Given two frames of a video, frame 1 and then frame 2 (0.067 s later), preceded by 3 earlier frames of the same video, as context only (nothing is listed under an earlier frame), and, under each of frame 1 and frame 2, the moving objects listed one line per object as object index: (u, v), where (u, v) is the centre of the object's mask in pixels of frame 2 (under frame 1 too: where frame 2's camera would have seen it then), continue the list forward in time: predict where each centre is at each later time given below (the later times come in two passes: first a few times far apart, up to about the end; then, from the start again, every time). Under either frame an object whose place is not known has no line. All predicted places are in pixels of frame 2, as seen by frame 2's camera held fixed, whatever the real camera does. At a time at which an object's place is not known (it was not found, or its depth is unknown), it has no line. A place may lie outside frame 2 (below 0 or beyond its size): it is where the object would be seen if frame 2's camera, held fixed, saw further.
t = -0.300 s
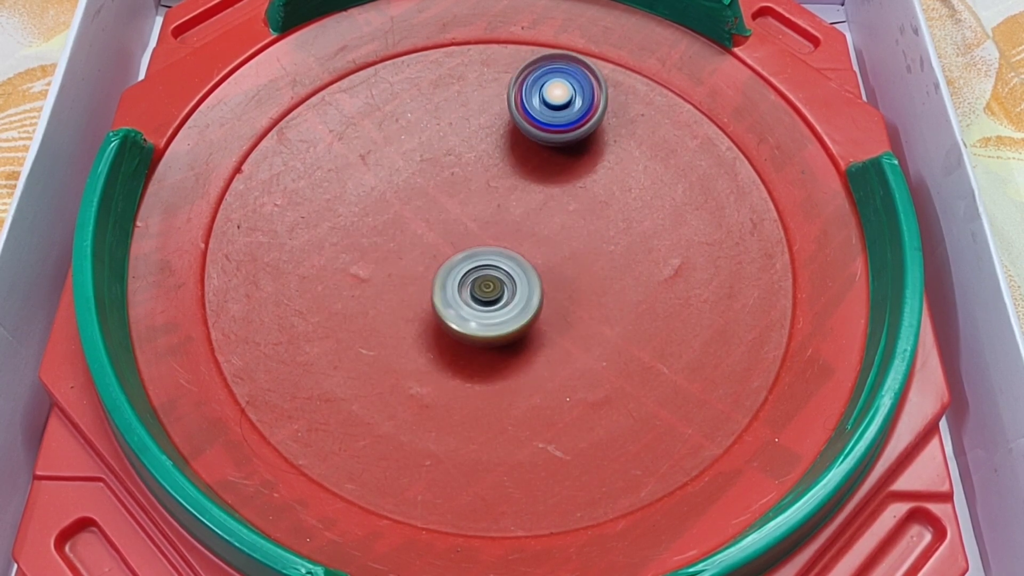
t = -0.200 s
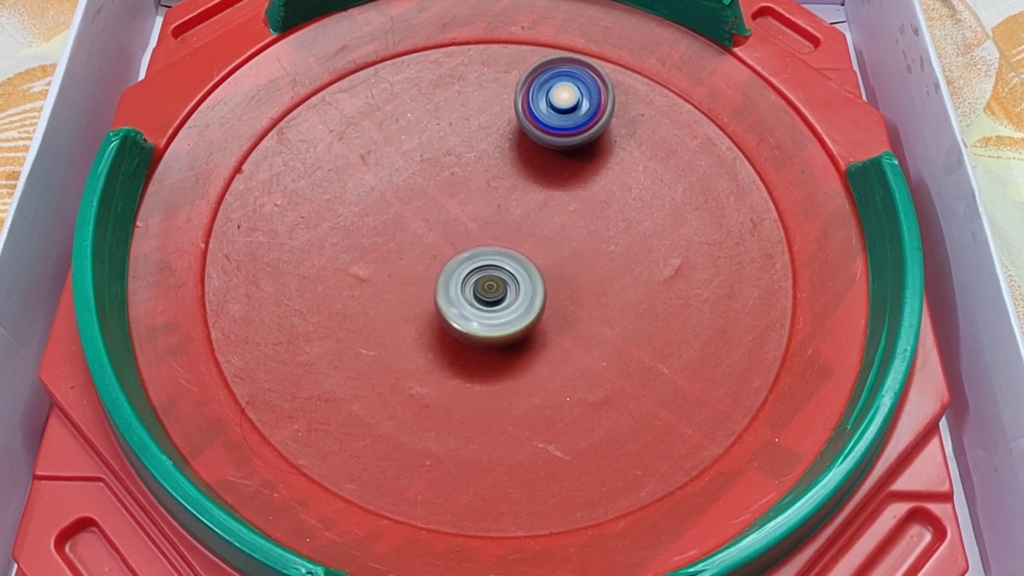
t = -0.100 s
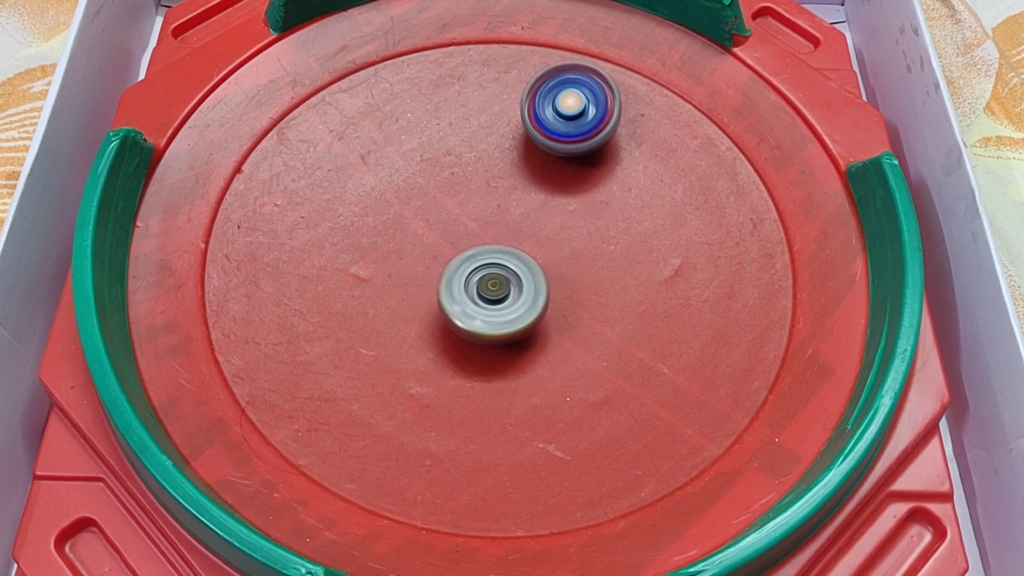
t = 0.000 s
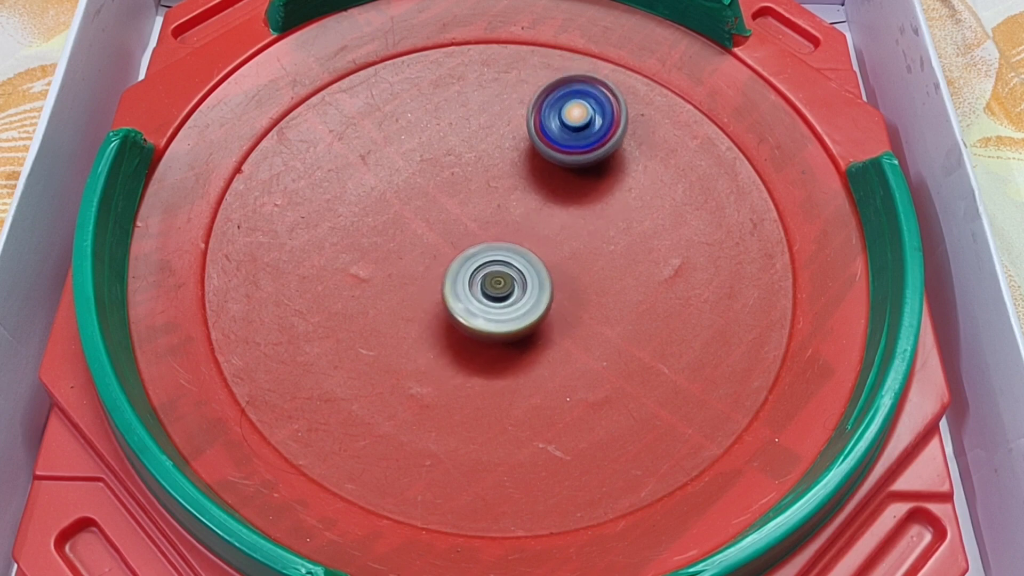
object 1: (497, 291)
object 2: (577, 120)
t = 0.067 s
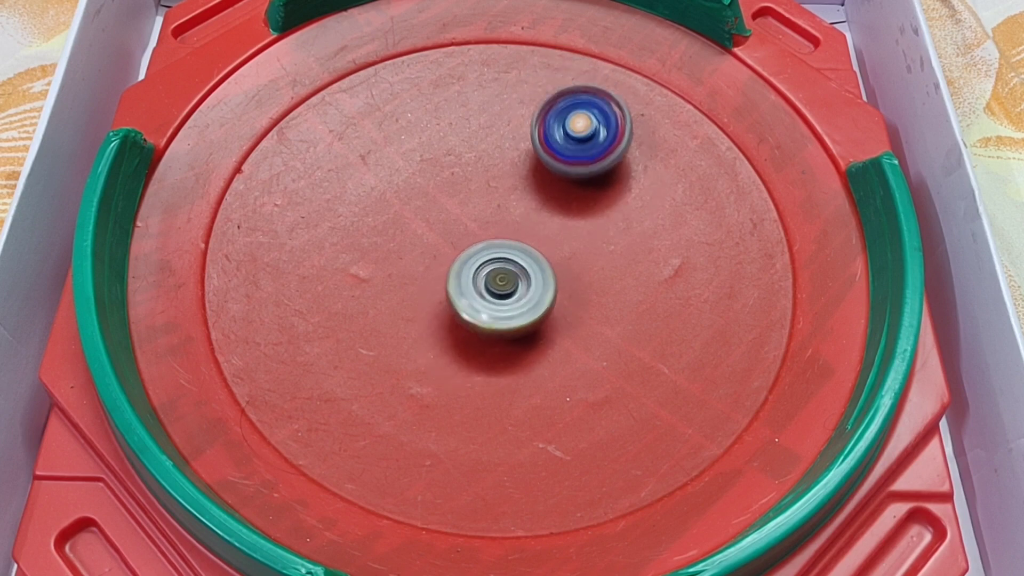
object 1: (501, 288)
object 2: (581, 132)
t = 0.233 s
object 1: (515, 277)
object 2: (599, 173)
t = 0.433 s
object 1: (523, 262)
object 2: (633, 221)
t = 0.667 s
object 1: (517, 256)
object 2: (669, 260)
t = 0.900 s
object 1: (514, 247)
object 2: (680, 279)
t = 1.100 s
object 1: (514, 238)
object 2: (673, 294)
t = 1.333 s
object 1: (515, 239)
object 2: (641, 314)
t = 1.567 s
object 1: (528, 247)
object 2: (574, 342)
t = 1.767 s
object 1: (540, 253)
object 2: (522, 361)
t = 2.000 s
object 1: (551, 257)
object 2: (476, 367)
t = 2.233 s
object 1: (555, 259)
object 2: (445, 359)
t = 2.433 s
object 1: (554, 260)
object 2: (429, 342)
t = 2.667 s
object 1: (541, 255)
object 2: (413, 301)
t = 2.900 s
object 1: (524, 251)
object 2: (410, 257)
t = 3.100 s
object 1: (651, 258)
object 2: (305, 200)
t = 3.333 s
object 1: (703, 245)
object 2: (310, 201)
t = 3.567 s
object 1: (703, 243)
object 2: (364, 194)
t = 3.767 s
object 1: (663, 247)
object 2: (430, 155)
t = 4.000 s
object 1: (588, 245)
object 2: (482, 108)
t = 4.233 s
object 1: (498, 229)
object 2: (516, 96)
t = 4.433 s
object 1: (444, 208)
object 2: (558, 109)
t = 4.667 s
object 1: (416, 179)
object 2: (603, 135)
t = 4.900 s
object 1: (425, 166)
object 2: (650, 173)
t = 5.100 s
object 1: (459, 174)
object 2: (698, 214)
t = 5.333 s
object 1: (500, 207)
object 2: (719, 231)
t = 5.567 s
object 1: (531, 257)
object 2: (684, 281)
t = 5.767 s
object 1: (542, 304)
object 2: (705, 382)
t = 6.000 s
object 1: (528, 344)
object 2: (711, 344)
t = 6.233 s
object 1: (451, 358)
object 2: (589, 355)
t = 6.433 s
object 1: (408, 339)
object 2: (569, 404)
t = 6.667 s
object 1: (403, 285)
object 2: (547, 356)
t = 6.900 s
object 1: (446, 217)
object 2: (438, 382)
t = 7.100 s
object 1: (509, 182)
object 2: (506, 392)
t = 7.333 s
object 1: (594, 180)
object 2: (464, 269)
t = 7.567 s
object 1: (652, 217)
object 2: (325, 278)
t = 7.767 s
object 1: (657, 271)
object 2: (430, 330)
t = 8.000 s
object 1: (601, 323)
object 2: (494, 175)
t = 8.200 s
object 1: (521, 334)
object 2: (355, 135)
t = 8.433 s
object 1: (497, 346)
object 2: (387, 223)
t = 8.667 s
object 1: (551, 355)
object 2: (351, 158)
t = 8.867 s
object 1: (583, 335)
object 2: (389, 186)
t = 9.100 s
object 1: (619, 310)
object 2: (519, 144)
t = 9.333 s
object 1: (648, 287)
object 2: (524, 89)
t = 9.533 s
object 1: (656, 263)
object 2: (517, 137)
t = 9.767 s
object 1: (693, 302)
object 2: (559, 154)
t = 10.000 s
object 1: (685, 321)
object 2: (509, 172)
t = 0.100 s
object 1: (504, 287)
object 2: (584, 141)
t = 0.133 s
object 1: (506, 285)
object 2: (588, 150)
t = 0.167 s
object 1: (508, 282)
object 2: (592, 157)
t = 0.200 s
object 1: (511, 280)
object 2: (595, 165)
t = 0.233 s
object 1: (515, 277)
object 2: (599, 173)
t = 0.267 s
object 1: (517, 275)
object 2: (603, 181)
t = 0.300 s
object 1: (520, 272)
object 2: (608, 191)
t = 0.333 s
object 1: (523, 269)
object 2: (613, 198)
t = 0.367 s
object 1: (525, 266)
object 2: (618, 207)
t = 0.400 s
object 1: (528, 263)
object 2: (622, 215)
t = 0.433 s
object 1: (523, 262)
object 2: (633, 221)
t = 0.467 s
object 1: (520, 261)
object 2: (642, 227)
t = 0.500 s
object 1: (519, 260)
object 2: (648, 233)
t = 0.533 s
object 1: (519, 259)
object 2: (653, 238)
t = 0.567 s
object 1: (518, 258)
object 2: (657, 243)
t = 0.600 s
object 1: (518, 257)
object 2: (661, 249)
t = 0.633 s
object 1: (517, 257)
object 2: (665, 256)
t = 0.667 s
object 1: (517, 256)
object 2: (669, 260)
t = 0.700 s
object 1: (516, 254)
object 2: (672, 263)
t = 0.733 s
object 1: (516, 253)
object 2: (675, 265)
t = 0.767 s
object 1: (515, 252)
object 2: (677, 269)
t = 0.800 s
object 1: (515, 251)
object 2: (678, 271)
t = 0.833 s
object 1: (514, 250)
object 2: (679, 274)
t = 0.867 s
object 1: (514, 249)
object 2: (680, 277)
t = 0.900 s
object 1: (514, 247)
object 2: (680, 279)
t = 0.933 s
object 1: (514, 245)
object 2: (680, 282)
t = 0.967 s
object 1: (514, 243)
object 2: (679, 284)
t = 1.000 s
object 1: (514, 242)
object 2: (678, 287)
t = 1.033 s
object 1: (514, 241)
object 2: (677, 289)
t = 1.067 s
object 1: (514, 240)
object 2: (675, 292)
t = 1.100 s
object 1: (514, 238)
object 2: (673, 294)
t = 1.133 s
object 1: (514, 237)
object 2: (670, 296)
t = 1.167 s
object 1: (514, 237)
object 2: (667, 299)
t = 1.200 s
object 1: (514, 236)
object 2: (663, 302)
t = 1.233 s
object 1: (514, 237)
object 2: (659, 304)
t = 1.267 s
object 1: (514, 237)
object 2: (654, 307)
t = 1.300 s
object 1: (514, 237)
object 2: (648, 311)
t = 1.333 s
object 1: (515, 239)
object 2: (641, 314)
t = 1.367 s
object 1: (516, 240)
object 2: (633, 318)
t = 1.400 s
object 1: (518, 241)
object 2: (624, 322)
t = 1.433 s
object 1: (520, 242)
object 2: (615, 325)
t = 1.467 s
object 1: (522, 243)
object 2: (604, 330)
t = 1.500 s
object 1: (524, 245)
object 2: (594, 334)
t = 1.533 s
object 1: (526, 246)
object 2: (585, 338)
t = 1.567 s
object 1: (528, 247)
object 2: (574, 342)
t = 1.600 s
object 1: (530, 248)
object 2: (565, 346)
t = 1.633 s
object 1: (532, 249)
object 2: (557, 350)
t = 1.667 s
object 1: (534, 250)
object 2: (547, 353)
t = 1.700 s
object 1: (535, 250)
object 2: (538, 356)
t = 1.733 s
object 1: (538, 252)
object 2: (530, 359)
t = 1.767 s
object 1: (540, 253)
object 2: (522, 361)
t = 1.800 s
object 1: (541, 254)
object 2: (514, 363)
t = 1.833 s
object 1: (543, 254)
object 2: (507, 364)
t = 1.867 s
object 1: (545, 255)
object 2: (500, 365)
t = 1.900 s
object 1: (546, 256)
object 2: (494, 366)
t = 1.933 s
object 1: (548, 256)
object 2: (489, 366)
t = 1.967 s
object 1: (550, 256)
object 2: (482, 367)
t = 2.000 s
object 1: (551, 257)
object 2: (476, 367)
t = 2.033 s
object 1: (552, 256)
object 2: (471, 366)
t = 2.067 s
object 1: (552, 257)
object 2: (465, 365)
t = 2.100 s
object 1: (553, 258)
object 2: (460, 364)
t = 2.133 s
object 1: (554, 258)
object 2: (455, 363)
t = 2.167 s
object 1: (554, 259)
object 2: (451, 361)
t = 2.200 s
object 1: (555, 259)
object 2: (448, 360)
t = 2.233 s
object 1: (555, 259)
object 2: (445, 359)
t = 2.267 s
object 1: (555, 260)
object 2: (442, 356)
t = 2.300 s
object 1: (555, 260)
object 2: (439, 354)
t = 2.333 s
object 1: (555, 260)
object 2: (437, 351)
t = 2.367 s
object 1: (555, 261)
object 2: (434, 348)
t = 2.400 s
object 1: (554, 260)
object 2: (431, 345)
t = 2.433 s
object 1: (554, 260)
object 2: (429, 342)
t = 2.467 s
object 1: (553, 260)
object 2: (426, 338)
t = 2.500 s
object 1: (551, 259)
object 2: (423, 333)
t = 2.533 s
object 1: (549, 259)
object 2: (421, 327)
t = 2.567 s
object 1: (547, 258)
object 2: (418, 321)
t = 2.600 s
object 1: (545, 257)
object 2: (416, 315)
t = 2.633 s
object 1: (543, 256)
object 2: (414, 308)
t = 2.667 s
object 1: (541, 255)
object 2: (413, 301)
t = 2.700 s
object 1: (539, 255)
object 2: (412, 294)
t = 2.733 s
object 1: (536, 254)
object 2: (411, 288)
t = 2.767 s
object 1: (534, 253)
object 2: (410, 281)
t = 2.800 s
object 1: (532, 252)
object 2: (410, 275)
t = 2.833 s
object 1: (529, 252)
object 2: (410, 269)
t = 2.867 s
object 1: (527, 252)
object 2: (409, 263)
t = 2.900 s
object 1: (524, 251)
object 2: (410, 257)
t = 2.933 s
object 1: (523, 251)
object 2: (409, 251)
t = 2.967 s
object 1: (565, 256)
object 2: (372, 237)
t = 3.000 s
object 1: (603, 259)
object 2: (341, 223)
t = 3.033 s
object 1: (628, 262)
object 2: (322, 212)
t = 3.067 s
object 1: (641, 261)
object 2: (312, 204)
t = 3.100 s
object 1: (651, 258)
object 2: (305, 200)
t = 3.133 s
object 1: (661, 256)
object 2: (300, 197)
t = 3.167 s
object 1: (670, 255)
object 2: (297, 195)
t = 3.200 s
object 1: (678, 253)
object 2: (296, 194)
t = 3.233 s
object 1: (685, 250)
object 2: (297, 195)
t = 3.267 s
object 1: (691, 247)
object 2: (301, 197)
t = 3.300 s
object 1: (697, 246)
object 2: (305, 199)
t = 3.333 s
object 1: (703, 245)
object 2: (310, 201)
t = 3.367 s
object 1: (707, 245)
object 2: (316, 203)
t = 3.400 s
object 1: (709, 244)
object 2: (321, 204)
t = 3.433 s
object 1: (710, 244)
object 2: (328, 204)
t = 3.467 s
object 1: (709, 243)
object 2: (336, 203)
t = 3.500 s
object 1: (707, 243)
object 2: (345, 201)
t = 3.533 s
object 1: (705, 243)
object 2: (355, 198)
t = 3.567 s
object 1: (703, 243)
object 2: (364, 194)
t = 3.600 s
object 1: (699, 244)
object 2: (375, 190)
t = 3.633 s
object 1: (693, 246)
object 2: (386, 185)
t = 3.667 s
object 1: (687, 247)
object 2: (398, 177)
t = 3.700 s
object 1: (679, 247)
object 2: (409, 170)
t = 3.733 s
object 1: (671, 246)
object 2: (419, 162)
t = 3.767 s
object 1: (663, 247)
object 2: (430, 155)
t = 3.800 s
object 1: (653, 248)
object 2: (440, 148)
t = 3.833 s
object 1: (643, 248)
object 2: (450, 141)
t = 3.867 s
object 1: (632, 248)
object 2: (458, 133)
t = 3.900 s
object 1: (621, 248)
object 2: (466, 127)
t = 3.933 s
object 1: (610, 247)
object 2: (472, 121)
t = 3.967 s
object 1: (599, 246)
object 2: (478, 114)
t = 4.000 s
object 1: (588, 245)
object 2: (482, 108)
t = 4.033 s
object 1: (576, 243)
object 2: (486, 104)
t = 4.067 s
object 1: (563, 241)
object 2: (490, 99)
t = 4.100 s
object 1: (550, 240)
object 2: (495, 95)
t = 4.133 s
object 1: (537, 238)
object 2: (500, 94)
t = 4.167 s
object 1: (524, 235)
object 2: (505, 95)
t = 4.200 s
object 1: (511, 232)
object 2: (510, 95)
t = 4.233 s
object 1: (498, 229)
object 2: (516, 96)
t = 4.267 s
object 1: (486, 227)
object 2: (522, 98)
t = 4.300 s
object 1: (475, 224)
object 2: (528, 100)
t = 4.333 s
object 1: (465, 221)
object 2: (535, 101)
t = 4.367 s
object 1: (458, 216)
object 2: (543, 103)
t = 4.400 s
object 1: (451, 212)
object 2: (551, 106)
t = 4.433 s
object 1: (444, 208)
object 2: (558, 109)
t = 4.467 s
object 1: (438, 203)
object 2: (565, 112)
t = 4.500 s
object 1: (432, 200)
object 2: (571, 115)
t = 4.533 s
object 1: (427, 196)
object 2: (578, 119)
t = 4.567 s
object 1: (423, 192)
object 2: (585, 123)
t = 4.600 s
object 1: (420, 188)
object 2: (592, 127)
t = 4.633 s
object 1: (417, 184)
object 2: (596, 131)
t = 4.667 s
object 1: (416, 179)
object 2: (603, 135)
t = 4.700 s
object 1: (415, 175)
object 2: (611, 140)
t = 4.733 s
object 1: (415, 172)
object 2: (617, 145)
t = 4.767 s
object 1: (416, 170)
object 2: (623, 150)
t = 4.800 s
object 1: (417, 168)
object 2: (629, 155)
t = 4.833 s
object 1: (419, 167)
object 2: (636, 160)
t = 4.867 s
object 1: (422, 167)
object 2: (643, 167)
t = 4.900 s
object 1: (425, 166)
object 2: (650, 173)
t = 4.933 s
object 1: (429, 166)
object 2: (657, 180)
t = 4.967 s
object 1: (435, 167)
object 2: (664, 186)
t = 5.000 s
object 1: (440, 168)
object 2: (672, 193)
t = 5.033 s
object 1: (446, 169)
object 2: (681, 200)
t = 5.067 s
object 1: (453, 171)
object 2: (690, 207)
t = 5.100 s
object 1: (459, 174)
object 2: (698, 214)
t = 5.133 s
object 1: (465, 177)
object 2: (707, 220)
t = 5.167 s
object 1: (471, 181)
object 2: (715, 226)
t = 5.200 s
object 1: (476, 186)
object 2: (720, 228)
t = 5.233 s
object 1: (482, 190)
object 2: (721, 230)
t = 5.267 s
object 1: (488, 196)
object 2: (721, 230)
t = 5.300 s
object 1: (493, 201)
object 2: (721, 231)
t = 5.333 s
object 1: (500, 207)
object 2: (719, 231)
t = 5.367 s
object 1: (506, 213)
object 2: (716, 232)
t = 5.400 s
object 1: (511, 219)
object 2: (713, 234)
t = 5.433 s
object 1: (516, 227)
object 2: (710, 237)
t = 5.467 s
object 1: (521, 234)
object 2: (705, 242)
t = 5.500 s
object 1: (524, 241)
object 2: (699, 252)
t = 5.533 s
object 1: (527, 249)
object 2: (691, 266)
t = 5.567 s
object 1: (531, 257)
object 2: (684, 281)
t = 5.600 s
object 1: (534, 265)
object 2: (679, 298)
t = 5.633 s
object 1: (537, 272)
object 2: (678, 316)
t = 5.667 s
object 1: (539, 280)
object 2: (679, 335)
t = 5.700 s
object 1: (541, 289)
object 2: (683, 354)
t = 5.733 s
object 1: (541, 296)
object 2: (693, 369)
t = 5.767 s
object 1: (542, 304)
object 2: (705, 382)
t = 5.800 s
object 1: (542, 311)
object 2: (718, 389)
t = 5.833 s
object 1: (541, 317)
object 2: (732, 389)
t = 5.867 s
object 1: (540, 324)
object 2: (743, 384)
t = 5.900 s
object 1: (537, 330)
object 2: (745, 377)
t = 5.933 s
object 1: (535, 335)
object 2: (739, 366)
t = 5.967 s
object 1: (532, 340)
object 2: (729, 354)
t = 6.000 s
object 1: (528, 344)
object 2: (711, 344)
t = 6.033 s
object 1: (525, 348)
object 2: (690, 337)
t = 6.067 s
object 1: (521, 352)
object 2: (665, 334)
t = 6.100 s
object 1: (516, 354)
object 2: (637, 334)
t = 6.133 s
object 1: (490, 357)
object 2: (628, 336)
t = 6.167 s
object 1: (471, 358)
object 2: (618, 339)
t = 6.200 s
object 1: (461, 358)
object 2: (603, 346)
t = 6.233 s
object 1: (451, 358)
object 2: (589, 355)
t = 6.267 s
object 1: (443, 357)
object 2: (577, 366)
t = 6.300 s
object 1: (434, 355)
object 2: (567, 377)
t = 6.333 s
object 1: (426, 352)
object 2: (562, 387)
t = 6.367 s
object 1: (419, 349)
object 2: (561, 396)
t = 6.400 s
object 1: (413, 344)
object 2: (564, 401)
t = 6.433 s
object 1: (408, 339)
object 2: (569, 404)
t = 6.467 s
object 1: (404, 333)
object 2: (572, 404)
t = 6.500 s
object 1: (401, 326)
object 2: (575, 402)
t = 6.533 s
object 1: (399, 319)
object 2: (576, 395)
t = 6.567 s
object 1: (399, 312)
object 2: (576, 386)
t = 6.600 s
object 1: (399, 304)
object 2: (571, 376)
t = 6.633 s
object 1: (400, 295)
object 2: (561, 365)
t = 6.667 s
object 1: (403, 285)
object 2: (547, 356)
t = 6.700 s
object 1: (407, 276)
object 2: (528, 348)
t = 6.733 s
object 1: (412, 268)
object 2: (506, 343)
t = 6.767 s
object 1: (417, 259)
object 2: (485, 341)
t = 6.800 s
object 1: (423, 248)
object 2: (463, 345)
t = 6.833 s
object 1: (429, 235)
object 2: (449, 358)
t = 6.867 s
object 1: (437, 225)
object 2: (442, 370)
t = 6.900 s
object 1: (446, 217)
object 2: (438, 382)
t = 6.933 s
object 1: (455, 209)
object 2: (442, 393)
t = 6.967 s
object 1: (465, 202)
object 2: (451, 401)
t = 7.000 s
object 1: (474, 196)
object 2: (463, 406)
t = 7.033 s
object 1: (486, 191)
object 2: (476, 406)
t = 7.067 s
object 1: (498, 186)
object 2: (491, 401)
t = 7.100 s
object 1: (509, 182)
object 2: (506, 392)
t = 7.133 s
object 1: (521, 178)
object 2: (517, 377)
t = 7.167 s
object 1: (534, 176)
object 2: (520, 361)
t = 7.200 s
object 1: (546, 175)
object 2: (518, 341)
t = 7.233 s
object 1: (558, 175)
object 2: (512, 322)
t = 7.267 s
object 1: (571, 175)
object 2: (501, 303)
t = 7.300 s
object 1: (583, 177)
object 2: (483, 285)
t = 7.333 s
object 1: (594, 180)
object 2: (464, 269)
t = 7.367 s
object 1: (605, 183)
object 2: (443, 258)
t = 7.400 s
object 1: (615, 187)
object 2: (418, 249)
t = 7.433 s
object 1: (625, 192)
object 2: (394, 247)
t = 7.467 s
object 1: (633, 197)
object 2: (371, 248)
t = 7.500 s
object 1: (641, 204)
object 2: (348, 252)
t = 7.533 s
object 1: (647, 211)
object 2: (333, 263)
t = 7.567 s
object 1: (652, 217)
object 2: (325, 278)
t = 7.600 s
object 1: (655, 226)
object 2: (324, 295)
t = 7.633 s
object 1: (658, 234)
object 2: (334, 312)
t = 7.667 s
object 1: (660, 244)
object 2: (352, 325)
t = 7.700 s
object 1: (660, 254)
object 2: (377, 336)
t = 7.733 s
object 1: (659, 263)
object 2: (405, 338)
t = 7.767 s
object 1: (657, 271)
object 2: (430, 330)
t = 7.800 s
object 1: (652, 280)
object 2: (455, 318)
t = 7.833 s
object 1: (646, 289)
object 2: (477, 300)
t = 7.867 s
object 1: (639, 297)
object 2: (493, 279)
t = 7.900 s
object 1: (631, 305)
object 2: (503, 254)
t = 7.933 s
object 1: (621, 312)
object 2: (507, 227)
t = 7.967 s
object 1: (612, 318)
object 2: (503, 201)
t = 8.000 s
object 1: (601, 323)
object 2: (494, 175)
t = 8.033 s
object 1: (588, 328)
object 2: (479, 153)
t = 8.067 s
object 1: (576, 332)
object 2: (457, 134)
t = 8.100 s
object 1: (562, 334)
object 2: (431, 123)
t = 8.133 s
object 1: (548, 335)
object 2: (404, 120)
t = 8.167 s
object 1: (535, 336)
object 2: (377, 124)
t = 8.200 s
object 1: (521, 334)
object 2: (355, 135)
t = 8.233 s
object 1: (507, 332)
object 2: (341, 153)
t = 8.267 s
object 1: (494, 329)
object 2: (335, 173)
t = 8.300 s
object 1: (482, 325)
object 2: (337, 199)
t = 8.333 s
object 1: (470, 319)
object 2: (351, 225)
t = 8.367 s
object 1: (462, 313)
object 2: (375, 246)
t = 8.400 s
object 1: (474, 323)
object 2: (387, 246)
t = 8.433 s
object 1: (497, 346)
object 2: (387, 223)
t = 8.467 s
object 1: (514, 361)
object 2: (385, 202)
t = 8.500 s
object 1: (525, 368)
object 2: (381, 186)
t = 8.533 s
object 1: (529, 368)
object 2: (375, 173)
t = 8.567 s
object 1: (534, 364)
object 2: (367, 163)
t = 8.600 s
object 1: (540, 361)
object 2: (360, 159)
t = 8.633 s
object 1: (545, 359)
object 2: (354, 157)
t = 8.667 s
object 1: (551, 355)
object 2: (351, 158)
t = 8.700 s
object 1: (556, 352)
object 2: (349, 159)
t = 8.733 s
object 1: (561, 348)
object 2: (350, 162)
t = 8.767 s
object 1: (566, 345)
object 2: (354, 167)
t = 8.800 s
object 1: (572, 342)
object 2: (362, 173)
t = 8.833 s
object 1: (578, 338)
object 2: (374, 180)
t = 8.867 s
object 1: (583, 335)
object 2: (389, 186)
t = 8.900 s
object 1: (588, 331)
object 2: (406, 188)
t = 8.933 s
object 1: (594, 328)
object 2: (426, 186)
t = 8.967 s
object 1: (599, 324)
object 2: (447, 181)
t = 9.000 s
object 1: (604, 320)
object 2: (466, 175)
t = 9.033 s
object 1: (609, 316)
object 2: (485, 168)
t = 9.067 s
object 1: (614, 313)
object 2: (503, 157)
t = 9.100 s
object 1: (619, 310)
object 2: (519, 144)
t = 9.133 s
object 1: (624, 307)
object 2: (528, 131)
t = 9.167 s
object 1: (628, 304)
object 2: (532, 119)
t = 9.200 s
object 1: (633, 301)
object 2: (533, 107)
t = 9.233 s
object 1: (637, 298)
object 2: (532, 99)
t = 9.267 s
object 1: (642, 294)
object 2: (530, 93)
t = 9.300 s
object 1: (644, 291)
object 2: (528, 89)
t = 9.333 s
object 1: (648, 287)
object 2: (524, 89)
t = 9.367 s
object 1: (651, 284)
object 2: (521, 91)
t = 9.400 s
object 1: (654, 279)
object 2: (518, 96)
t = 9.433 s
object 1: (655, 275)
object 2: (515, 102)
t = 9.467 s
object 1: (655, 272)
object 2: (514, 113)
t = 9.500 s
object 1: (656, 267)
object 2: (513, 124)
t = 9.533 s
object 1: (656, 263)
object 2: (517, 137)
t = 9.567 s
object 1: (654, 259)
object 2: (524, 153)
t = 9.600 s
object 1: (652, 256)
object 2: (537, 167)
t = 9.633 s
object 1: (651, 252)
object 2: (554, 180)
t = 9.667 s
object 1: (660, 258)
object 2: (568, 185)
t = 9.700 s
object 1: (679, 280)
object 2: (566, 171)
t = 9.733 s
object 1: (690, 295)
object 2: (564, 161)
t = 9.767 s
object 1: (693, 302)
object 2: (559, 154)
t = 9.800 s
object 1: (695, 304)
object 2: (552, 150)
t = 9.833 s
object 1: (697, 309)
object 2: (543, 147)
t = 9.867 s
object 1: (697, 312)
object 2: (534, 148)
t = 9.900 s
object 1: (696, 315)
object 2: (525, 151)
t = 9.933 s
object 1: (693, 318)
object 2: (518, 155)
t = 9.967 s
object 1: (691, 320)
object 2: (512, 162)
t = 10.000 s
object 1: (685, 321)
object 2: (509, 172)
